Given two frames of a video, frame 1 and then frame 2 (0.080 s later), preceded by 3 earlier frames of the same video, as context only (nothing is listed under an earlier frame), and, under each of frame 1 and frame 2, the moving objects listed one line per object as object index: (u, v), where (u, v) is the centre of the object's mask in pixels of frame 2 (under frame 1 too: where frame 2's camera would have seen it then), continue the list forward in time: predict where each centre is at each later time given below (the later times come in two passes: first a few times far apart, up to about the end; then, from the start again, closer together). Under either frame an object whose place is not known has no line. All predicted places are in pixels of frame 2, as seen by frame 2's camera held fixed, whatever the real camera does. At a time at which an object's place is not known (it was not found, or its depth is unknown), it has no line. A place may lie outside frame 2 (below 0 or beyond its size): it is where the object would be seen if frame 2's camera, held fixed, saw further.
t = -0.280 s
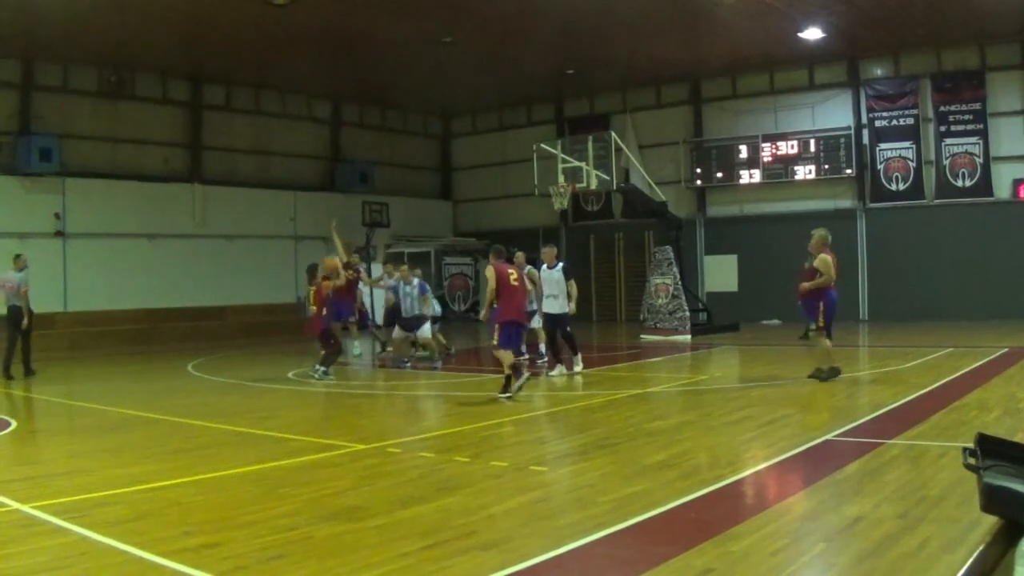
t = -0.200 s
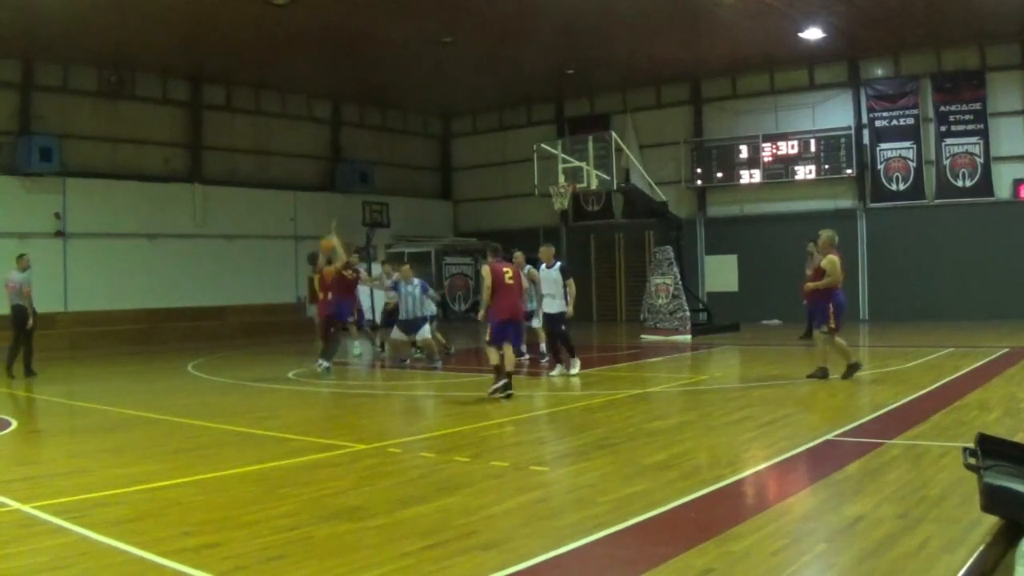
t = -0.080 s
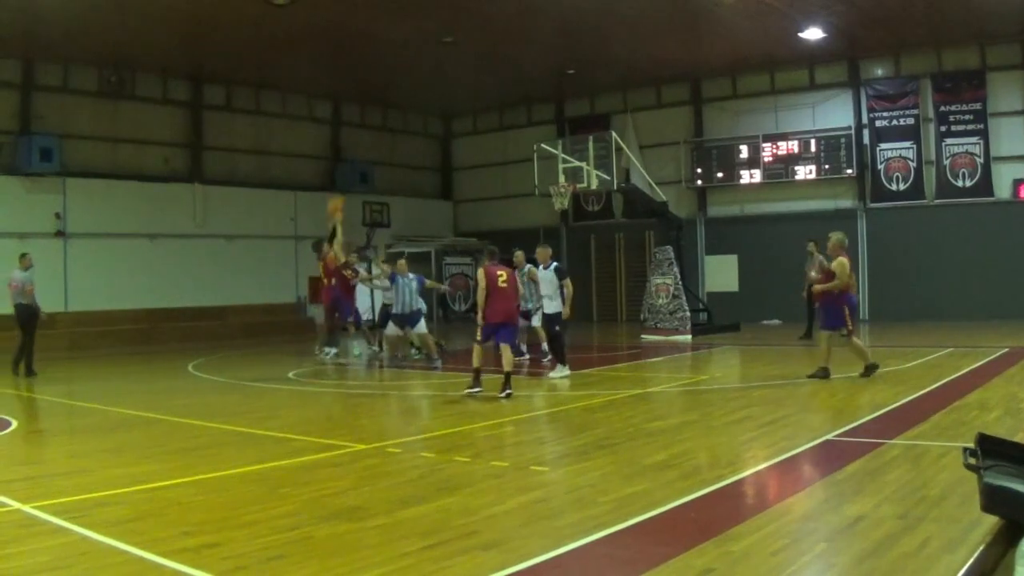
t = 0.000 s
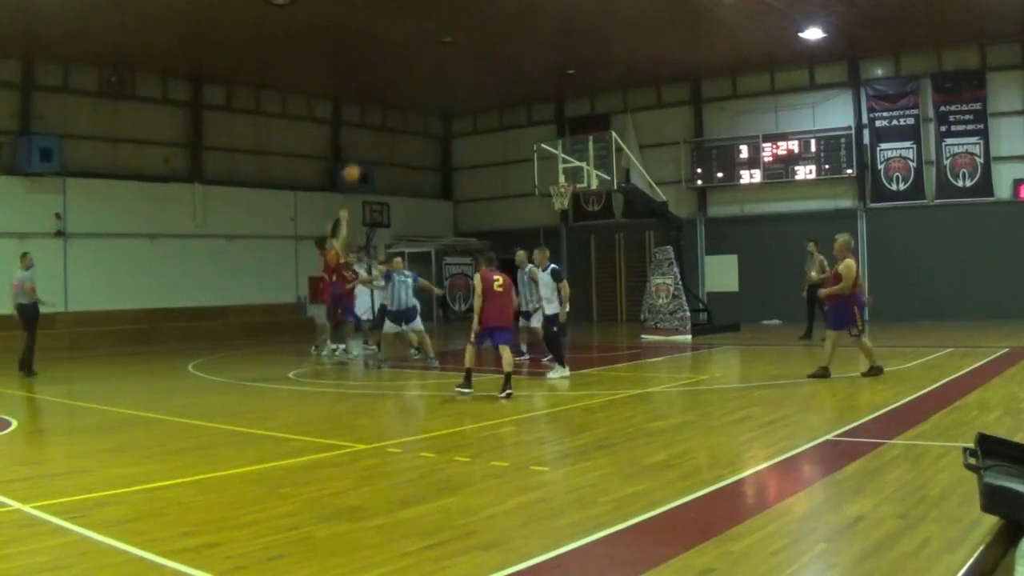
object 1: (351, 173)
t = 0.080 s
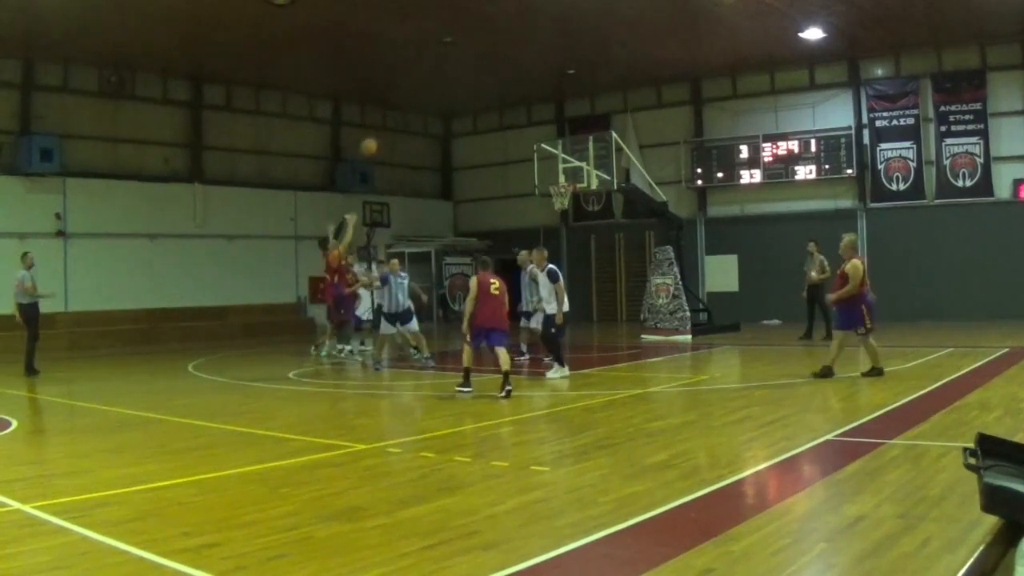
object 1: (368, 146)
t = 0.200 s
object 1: (393, 116)
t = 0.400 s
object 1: (431, 89)
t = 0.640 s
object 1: (472, 89)
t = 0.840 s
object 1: (504, 113)
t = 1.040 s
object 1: (535, 156)
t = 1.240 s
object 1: (519, 178)
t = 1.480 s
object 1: (458, 196)
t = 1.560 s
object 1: (437, 210)
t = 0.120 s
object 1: (376, 135)
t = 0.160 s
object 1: (385, 125)
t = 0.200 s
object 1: (393, 116)
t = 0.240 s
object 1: (400, 108)
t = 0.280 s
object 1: (408, 102)
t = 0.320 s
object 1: (416, 97)
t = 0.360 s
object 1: (423, 92)
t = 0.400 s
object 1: (431, 89)
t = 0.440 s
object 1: (438, 86)
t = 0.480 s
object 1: (444, 85)
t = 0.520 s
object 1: (451, 85)
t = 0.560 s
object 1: (458, 85)
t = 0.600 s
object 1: (465, 86)
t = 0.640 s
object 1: (472, 89)
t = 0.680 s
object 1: (478, 92)
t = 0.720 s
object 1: (485, 96)
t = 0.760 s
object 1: (491, 101)
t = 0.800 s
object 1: (498, 106)
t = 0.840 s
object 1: (504, 113)
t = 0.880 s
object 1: (510, 120)
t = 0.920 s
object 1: (517, 127)
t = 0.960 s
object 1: (524, 135)
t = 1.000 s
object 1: (530, 146)
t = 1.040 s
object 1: (535, 156)
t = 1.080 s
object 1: (541, 167)
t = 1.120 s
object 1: (547, 177)
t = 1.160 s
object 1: (540, 179)
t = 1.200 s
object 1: (529, 178)
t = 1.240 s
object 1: (519, 178)
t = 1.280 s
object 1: (509, 178)
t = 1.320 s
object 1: (498, 180)
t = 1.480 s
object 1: (458, 196)
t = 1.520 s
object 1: (448, 203)
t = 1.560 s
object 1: (437, 210)
